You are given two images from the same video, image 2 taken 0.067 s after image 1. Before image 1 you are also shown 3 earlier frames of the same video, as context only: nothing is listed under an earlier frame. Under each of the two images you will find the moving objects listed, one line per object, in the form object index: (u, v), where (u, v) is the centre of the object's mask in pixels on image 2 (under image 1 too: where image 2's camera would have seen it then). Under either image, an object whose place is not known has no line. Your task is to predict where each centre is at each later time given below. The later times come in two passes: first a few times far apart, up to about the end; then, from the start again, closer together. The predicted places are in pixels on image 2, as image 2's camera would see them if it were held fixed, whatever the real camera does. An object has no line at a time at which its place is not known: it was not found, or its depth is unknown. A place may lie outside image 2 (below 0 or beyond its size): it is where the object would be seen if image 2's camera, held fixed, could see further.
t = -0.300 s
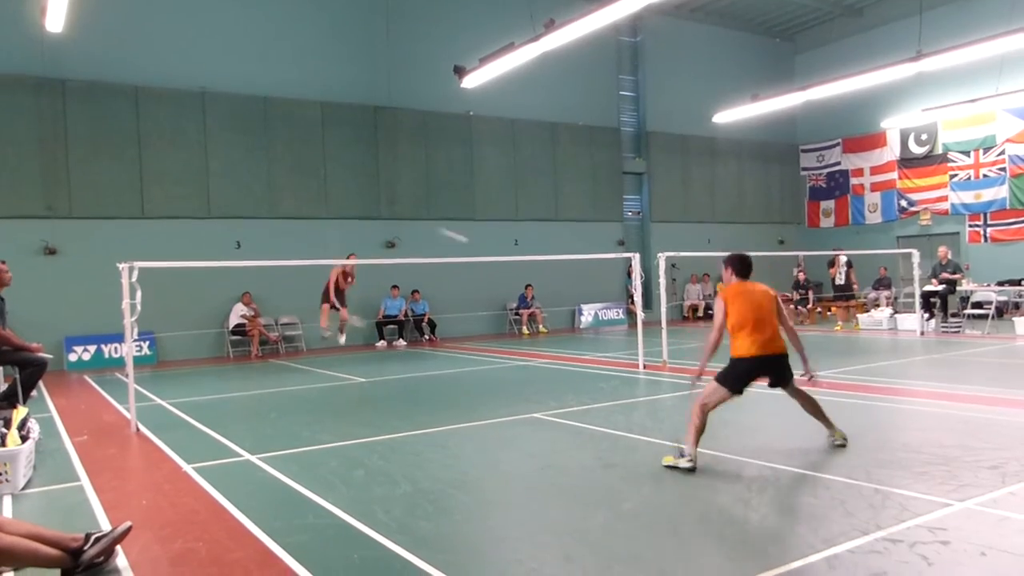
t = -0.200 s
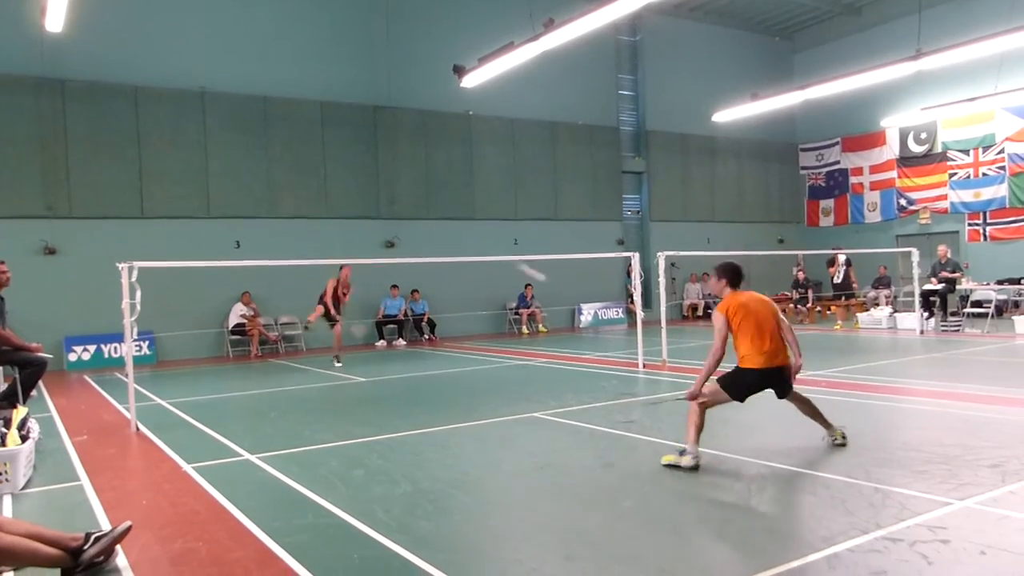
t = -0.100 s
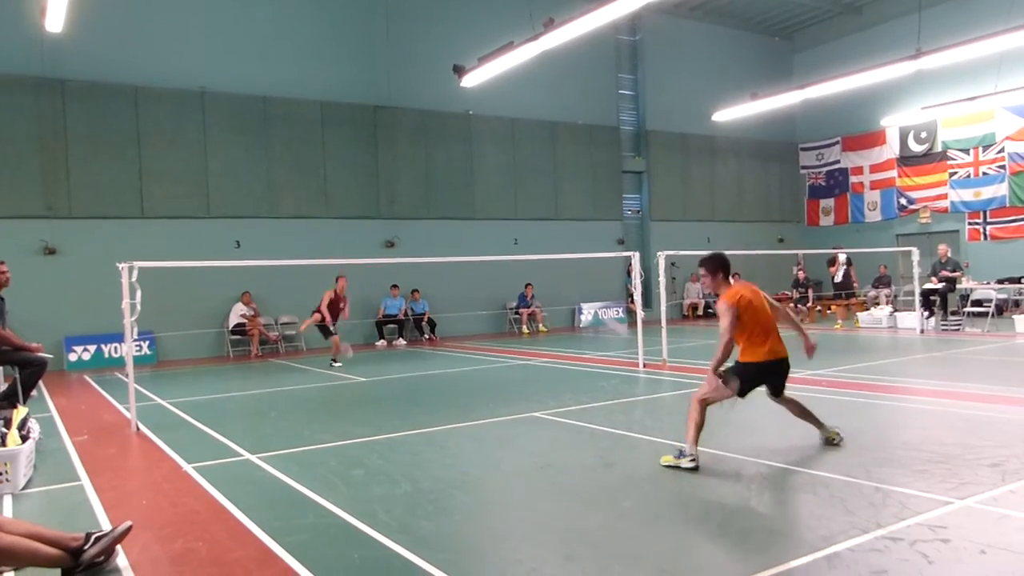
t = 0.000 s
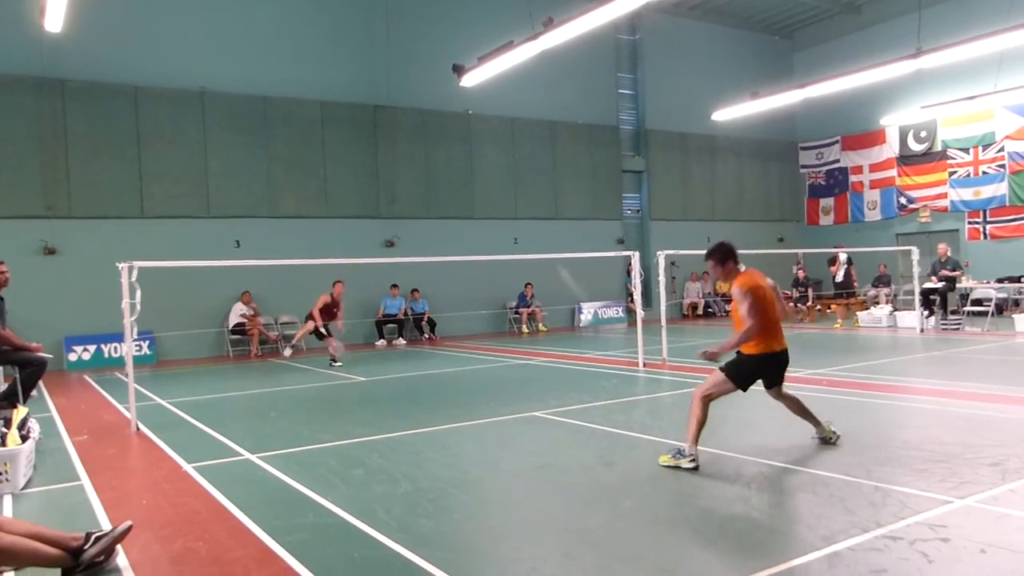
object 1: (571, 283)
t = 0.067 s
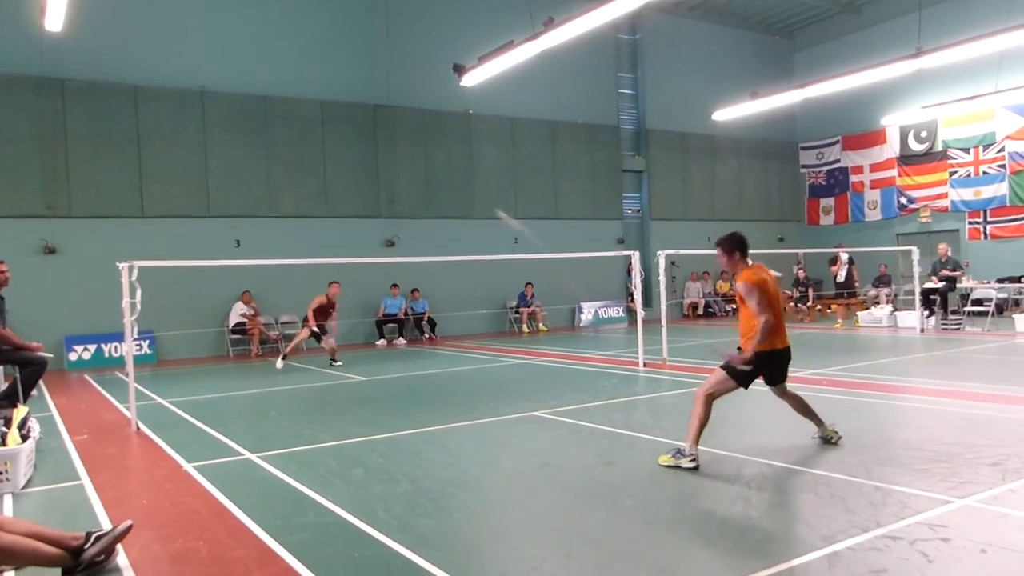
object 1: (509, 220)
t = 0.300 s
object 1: (396, 146)
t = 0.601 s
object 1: (339, 159)
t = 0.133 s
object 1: (464, 185)
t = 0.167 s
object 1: (446, 172)
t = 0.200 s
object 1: (432, 163)
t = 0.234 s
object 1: (418, 155)
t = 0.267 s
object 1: (406, 150)
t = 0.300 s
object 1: (396, 146)
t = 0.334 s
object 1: (387, 143)
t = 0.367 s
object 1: (379, 142)
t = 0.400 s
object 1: (372, 142)
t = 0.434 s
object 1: (365, 142)
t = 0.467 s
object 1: (359, 144)
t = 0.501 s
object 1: (354, 147)
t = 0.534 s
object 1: (348, 150)
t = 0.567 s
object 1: (344, 154)
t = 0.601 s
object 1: (339, 159)
